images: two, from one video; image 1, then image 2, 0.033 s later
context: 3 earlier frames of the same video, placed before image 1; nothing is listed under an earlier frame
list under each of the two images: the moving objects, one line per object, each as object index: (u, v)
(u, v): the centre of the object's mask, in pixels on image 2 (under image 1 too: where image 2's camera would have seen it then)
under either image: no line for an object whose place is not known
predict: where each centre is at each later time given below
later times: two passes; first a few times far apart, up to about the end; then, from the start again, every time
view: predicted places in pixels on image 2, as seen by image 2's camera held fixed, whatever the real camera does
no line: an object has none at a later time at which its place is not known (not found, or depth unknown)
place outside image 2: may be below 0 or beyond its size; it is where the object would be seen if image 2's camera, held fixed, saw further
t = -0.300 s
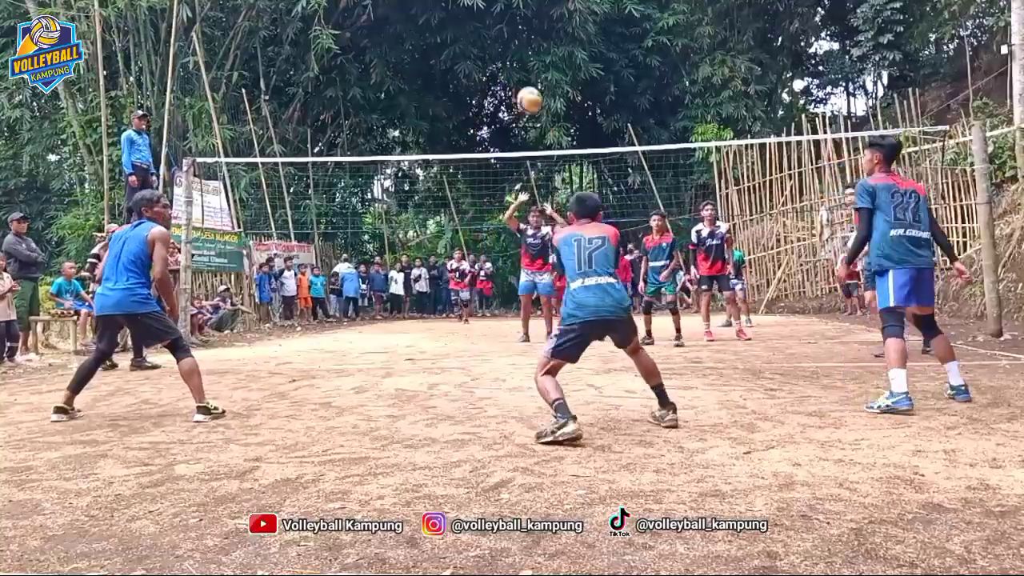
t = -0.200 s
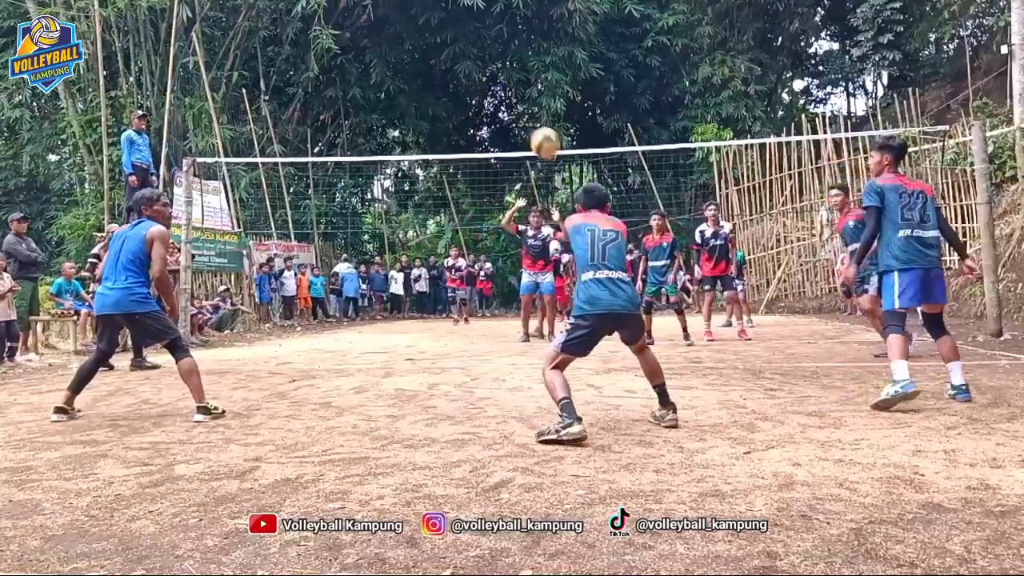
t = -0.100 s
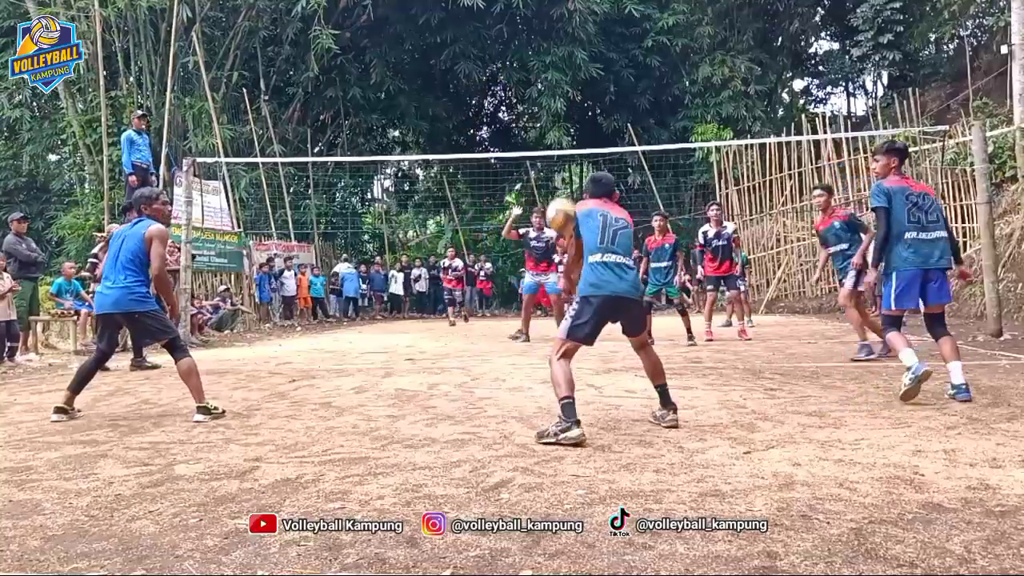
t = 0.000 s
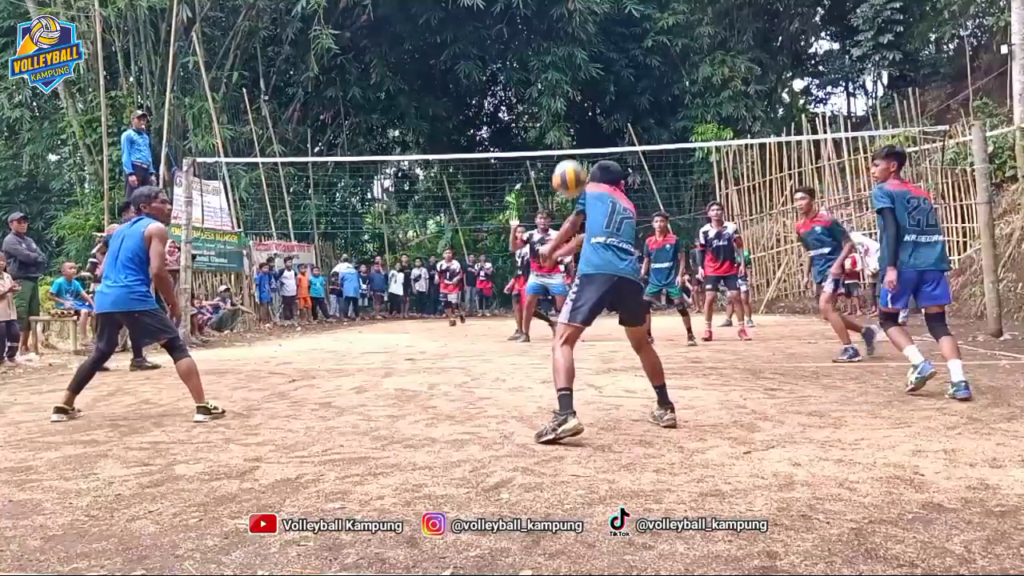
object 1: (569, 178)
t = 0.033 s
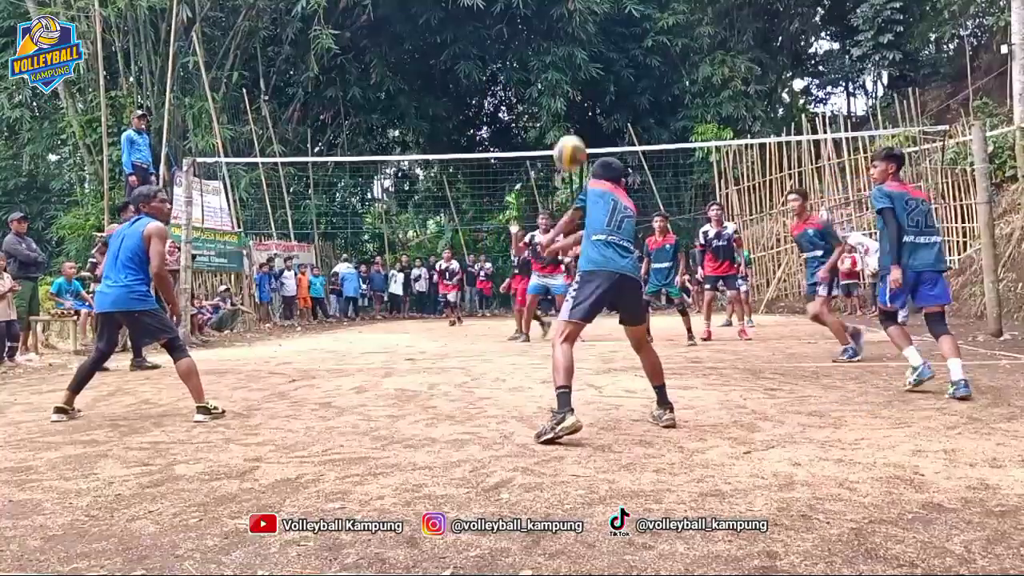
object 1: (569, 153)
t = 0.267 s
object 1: (576, 50)
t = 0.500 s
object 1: (581, 36)
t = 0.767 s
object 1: (587, 88)
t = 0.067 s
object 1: (570, 131)
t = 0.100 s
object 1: (571, 112)
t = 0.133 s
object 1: (572, 95)
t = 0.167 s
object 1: (573, 81)
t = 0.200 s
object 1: (574, 69)
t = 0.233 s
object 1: (575, 58)
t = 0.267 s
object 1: (576, 50)
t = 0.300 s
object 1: (576, 43)
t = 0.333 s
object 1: (577, 38)
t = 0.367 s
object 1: (578, 36)
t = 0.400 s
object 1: (579, 34)
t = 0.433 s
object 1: (580, 34)
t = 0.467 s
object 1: (580, 35)
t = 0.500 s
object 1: (581, 36)
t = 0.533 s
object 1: (582, 39)
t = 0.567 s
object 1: (583, 44)
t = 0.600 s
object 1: (584, 49)
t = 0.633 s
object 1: (584, 55)
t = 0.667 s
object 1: (584, 61)
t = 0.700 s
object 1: (586, 70)
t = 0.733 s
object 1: (587, 78)
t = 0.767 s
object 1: (587, 88)
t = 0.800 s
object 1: (587, 98)
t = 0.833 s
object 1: (588, 109)
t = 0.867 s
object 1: (589, 120)
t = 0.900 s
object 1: (589, 132)
